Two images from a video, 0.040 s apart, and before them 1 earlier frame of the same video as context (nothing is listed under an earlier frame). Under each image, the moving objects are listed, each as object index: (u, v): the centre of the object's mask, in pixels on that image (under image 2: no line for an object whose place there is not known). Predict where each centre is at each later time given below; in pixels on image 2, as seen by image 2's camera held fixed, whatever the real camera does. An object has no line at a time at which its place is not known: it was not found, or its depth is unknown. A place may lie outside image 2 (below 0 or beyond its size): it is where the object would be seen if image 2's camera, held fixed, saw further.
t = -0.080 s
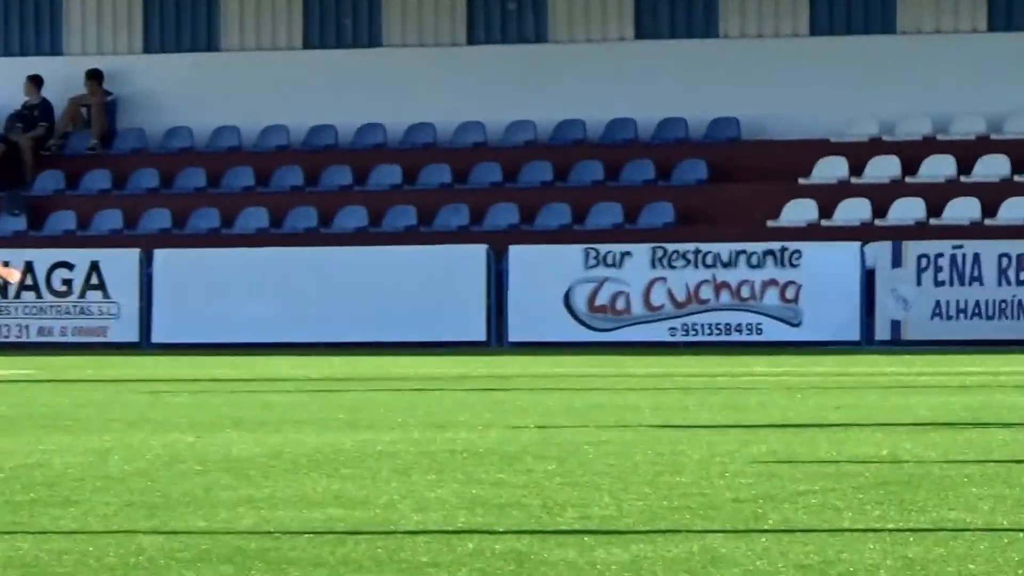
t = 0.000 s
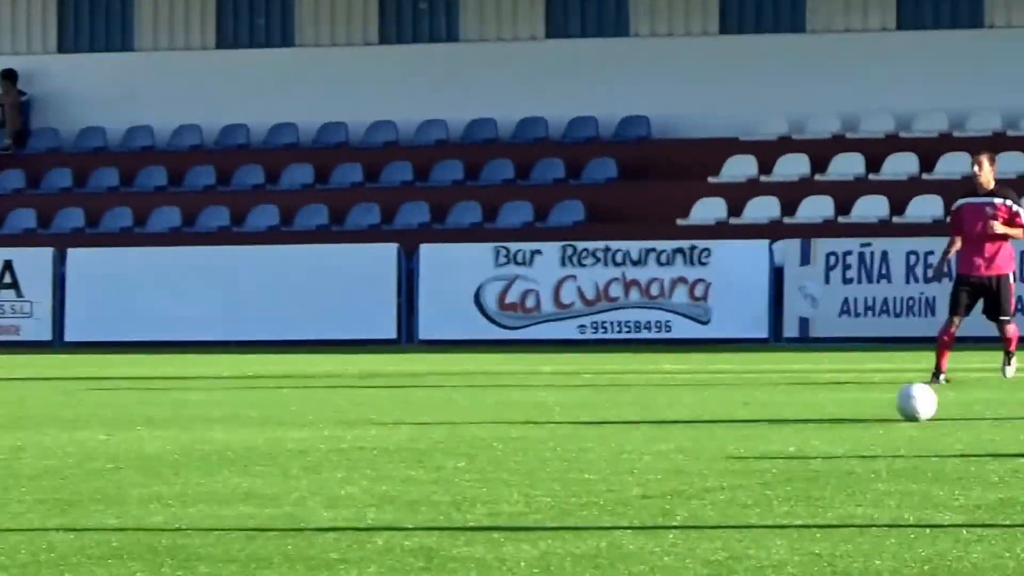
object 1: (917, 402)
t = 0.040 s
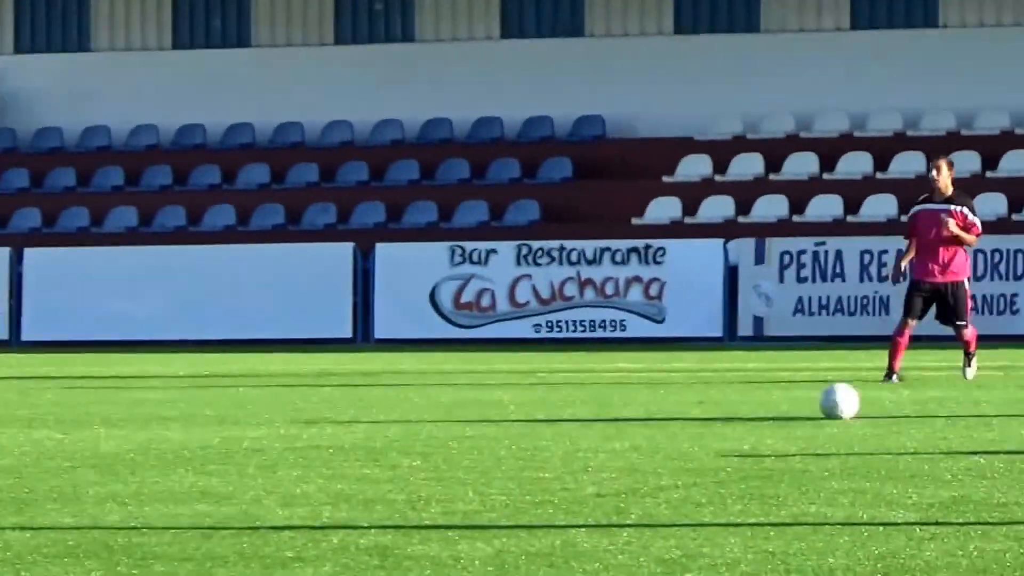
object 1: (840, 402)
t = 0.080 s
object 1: (811, 403)
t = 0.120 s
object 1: (781, 403)
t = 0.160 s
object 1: (752, 401)
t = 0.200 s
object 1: (725, 398)
